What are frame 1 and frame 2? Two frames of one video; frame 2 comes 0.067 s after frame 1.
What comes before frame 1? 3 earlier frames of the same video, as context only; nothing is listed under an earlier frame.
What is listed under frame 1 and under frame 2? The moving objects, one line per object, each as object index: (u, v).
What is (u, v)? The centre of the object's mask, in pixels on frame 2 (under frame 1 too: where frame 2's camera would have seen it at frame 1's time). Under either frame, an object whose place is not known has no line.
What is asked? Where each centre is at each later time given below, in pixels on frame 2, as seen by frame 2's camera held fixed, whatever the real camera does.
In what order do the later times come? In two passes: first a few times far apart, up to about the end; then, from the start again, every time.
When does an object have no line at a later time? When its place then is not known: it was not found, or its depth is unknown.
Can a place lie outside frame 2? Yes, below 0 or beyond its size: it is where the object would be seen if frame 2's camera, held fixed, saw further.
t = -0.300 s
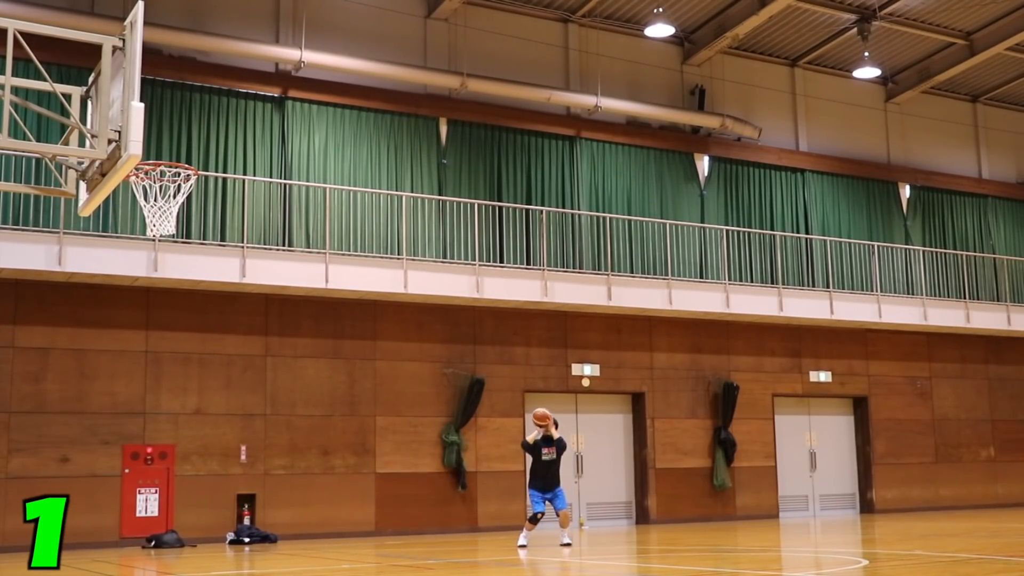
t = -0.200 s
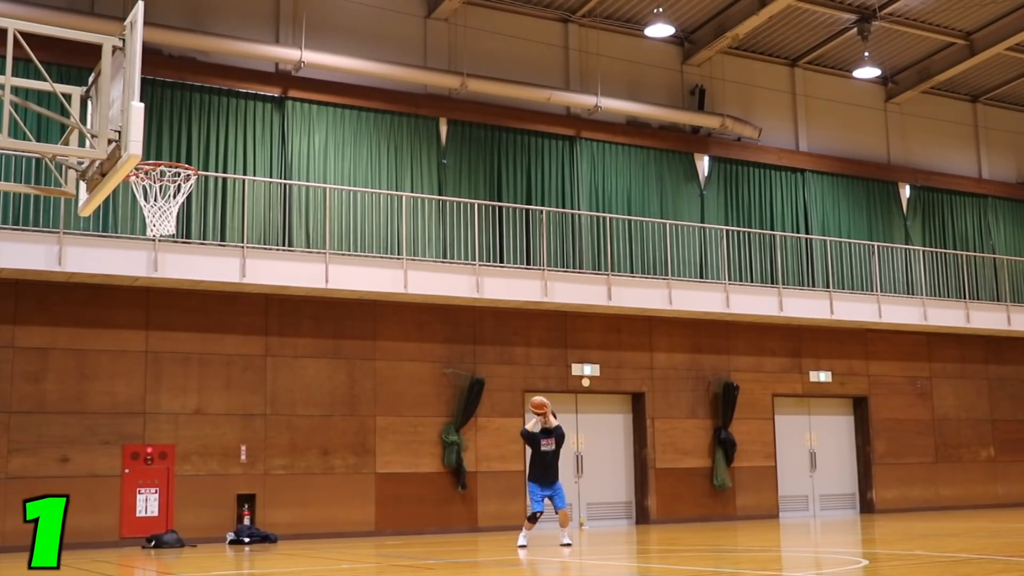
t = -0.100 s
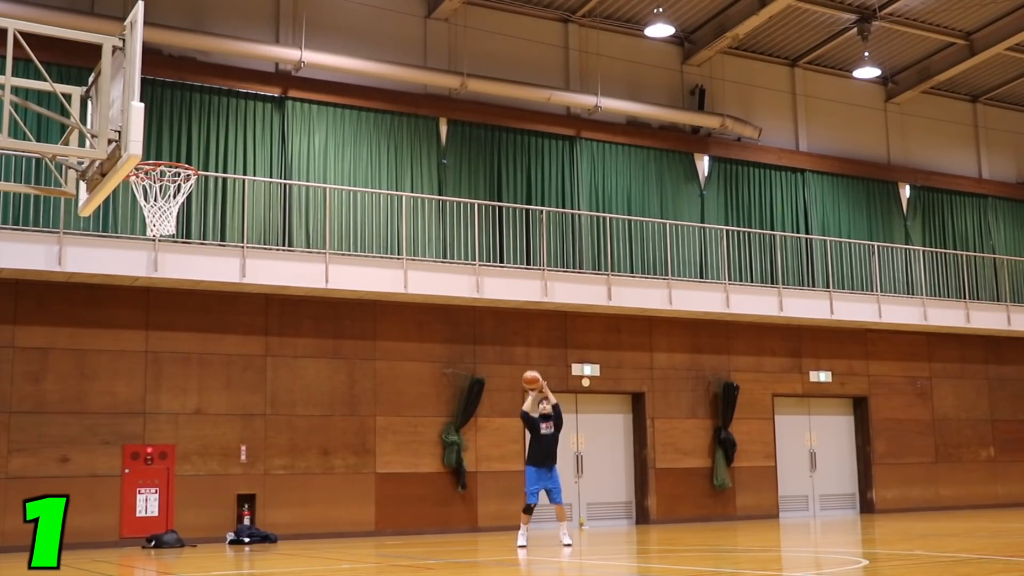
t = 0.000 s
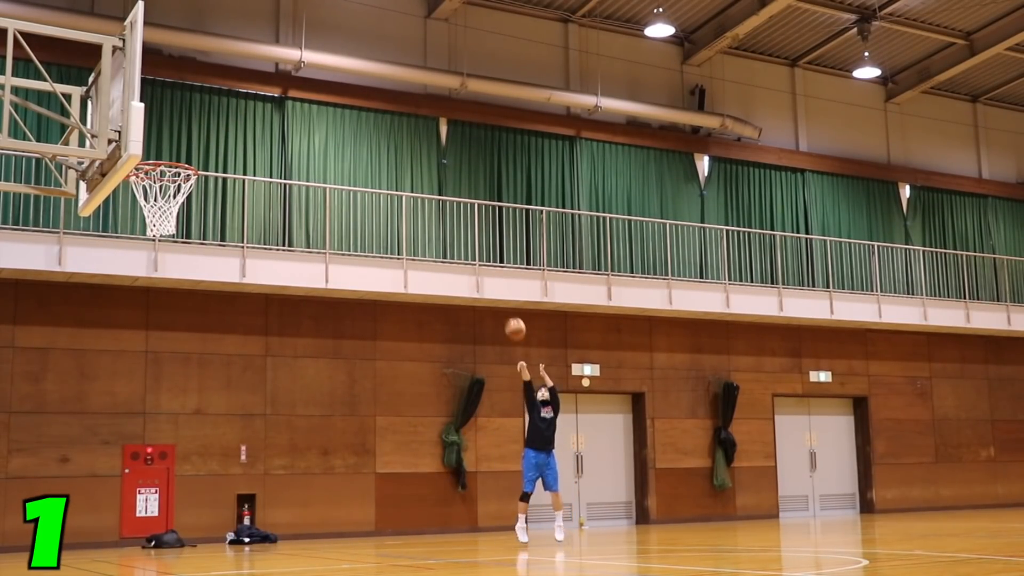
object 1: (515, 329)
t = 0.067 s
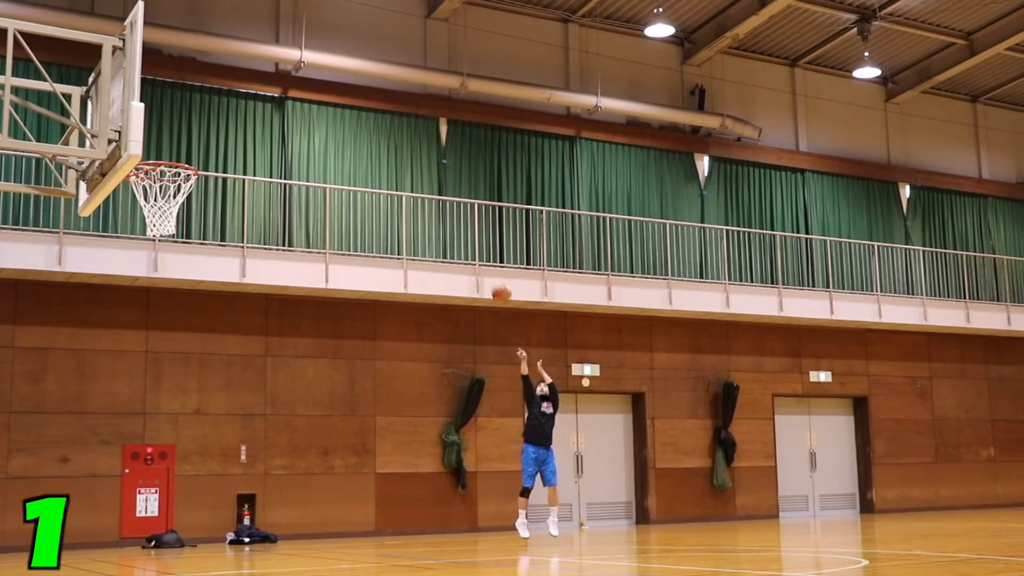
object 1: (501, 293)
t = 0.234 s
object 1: (466, 212)
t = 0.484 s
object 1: (406, 124)
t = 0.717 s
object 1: (342, 84)
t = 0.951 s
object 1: (267, 93)
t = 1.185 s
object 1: (170, 170)
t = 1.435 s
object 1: (128, 213)
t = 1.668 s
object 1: (116, 313)
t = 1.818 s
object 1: (107, 421)
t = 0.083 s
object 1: (498, 285)
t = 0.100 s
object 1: (494, 275)
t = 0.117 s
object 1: (491, 267)
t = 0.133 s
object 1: (487, 258)
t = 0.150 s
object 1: (484, 250)
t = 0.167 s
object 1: (481, 243)
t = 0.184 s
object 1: (477, 235)
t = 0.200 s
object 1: (473, 226)
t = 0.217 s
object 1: (469, 219)
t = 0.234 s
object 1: (466, 212)
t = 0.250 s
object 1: (462, 205)
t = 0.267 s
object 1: (459, 198)
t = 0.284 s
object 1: (455, 191)
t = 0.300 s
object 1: (451, 185)
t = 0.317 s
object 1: (447, 178)
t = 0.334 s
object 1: (443, 172)
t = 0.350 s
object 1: (439, 166)
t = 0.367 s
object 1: (436, 160)
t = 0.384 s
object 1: (431, 155)
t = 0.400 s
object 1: (427, 149)
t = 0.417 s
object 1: (423, 144)
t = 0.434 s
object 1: (419, 138)
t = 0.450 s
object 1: (415, 133)
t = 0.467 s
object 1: (411, 129)
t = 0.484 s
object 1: (406, 124)
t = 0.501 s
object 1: (402, 120)
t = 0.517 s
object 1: (398, 116)
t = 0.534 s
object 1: (393, 112)
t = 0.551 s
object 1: (389, 108)
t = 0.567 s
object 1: (385, 105)
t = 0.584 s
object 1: (380, 101)
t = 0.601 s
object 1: (376, 99)
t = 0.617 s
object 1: (371, 96)
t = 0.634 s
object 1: (366, 93)
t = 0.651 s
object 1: (362, 91)
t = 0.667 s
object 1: (357, 89)
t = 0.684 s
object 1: (352, 86)
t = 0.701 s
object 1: (347, 85)
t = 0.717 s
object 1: (342, 84)
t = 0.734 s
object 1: (337, 83)
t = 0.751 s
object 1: (333, 82)
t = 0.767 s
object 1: (327, 81)
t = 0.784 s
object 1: (322, 81)
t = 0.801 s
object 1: (317, 81)
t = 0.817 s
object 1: (312, 80)
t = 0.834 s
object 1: (306, 81)
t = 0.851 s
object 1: (301, 81)
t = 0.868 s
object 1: (295, 83)
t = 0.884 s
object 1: (289, 85)
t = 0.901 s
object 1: (284, 86)
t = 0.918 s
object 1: (278, 88)
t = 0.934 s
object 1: (272, 91)
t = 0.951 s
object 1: (267, 93)
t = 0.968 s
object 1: (261, 97)
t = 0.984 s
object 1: (254, 100)
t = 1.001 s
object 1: (248, 104)
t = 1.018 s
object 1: (242, 108)
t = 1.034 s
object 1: (235, 113)
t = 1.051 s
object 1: (229, 118)
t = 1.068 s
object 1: (222, 123)
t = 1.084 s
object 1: (215, 129)
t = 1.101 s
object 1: (209, 136)
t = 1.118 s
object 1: (201, 142)
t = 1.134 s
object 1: (194, 149)
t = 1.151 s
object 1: (188, 154)
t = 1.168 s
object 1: (181, 157)
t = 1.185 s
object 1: (170, 170)
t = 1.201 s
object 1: (162, 179)
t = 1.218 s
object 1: (154, 185)
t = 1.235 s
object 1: (146, 192)
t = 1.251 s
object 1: (141, 194)
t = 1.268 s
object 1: (139, 193)
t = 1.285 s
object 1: (136, 196)
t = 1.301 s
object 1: (136, 195)
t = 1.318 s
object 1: (134, 194)
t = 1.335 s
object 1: (132, 194)
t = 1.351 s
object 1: (131, 195)
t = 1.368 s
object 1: (131, 197)
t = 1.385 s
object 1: (130, 201)
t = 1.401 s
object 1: (129, 205)
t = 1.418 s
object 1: (129, 209)
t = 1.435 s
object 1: (128, 213)
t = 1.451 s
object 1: (127, 217)
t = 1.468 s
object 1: (126, 222)
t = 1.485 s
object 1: (126, 227)
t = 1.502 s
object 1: (125, 234)
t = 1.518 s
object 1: (124, 239)
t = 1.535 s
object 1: (123, 246)
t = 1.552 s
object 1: (122, 253)
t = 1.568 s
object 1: (121, 260)
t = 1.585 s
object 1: (120, 268)
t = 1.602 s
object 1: (119, 276)
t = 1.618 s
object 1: (119, 286)
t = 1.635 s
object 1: (118, 294)
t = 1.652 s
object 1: (117, 303)
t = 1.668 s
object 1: (116, 313)
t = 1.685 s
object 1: (115, 322)
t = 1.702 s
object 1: (114, 332)
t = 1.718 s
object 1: (112, 344)
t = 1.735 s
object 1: (111, 354)
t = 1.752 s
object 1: (111, 365)
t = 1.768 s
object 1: (110, 379)
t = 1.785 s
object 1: (109, 393)
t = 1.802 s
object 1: (108, 406)
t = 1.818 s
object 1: (107, 421)
